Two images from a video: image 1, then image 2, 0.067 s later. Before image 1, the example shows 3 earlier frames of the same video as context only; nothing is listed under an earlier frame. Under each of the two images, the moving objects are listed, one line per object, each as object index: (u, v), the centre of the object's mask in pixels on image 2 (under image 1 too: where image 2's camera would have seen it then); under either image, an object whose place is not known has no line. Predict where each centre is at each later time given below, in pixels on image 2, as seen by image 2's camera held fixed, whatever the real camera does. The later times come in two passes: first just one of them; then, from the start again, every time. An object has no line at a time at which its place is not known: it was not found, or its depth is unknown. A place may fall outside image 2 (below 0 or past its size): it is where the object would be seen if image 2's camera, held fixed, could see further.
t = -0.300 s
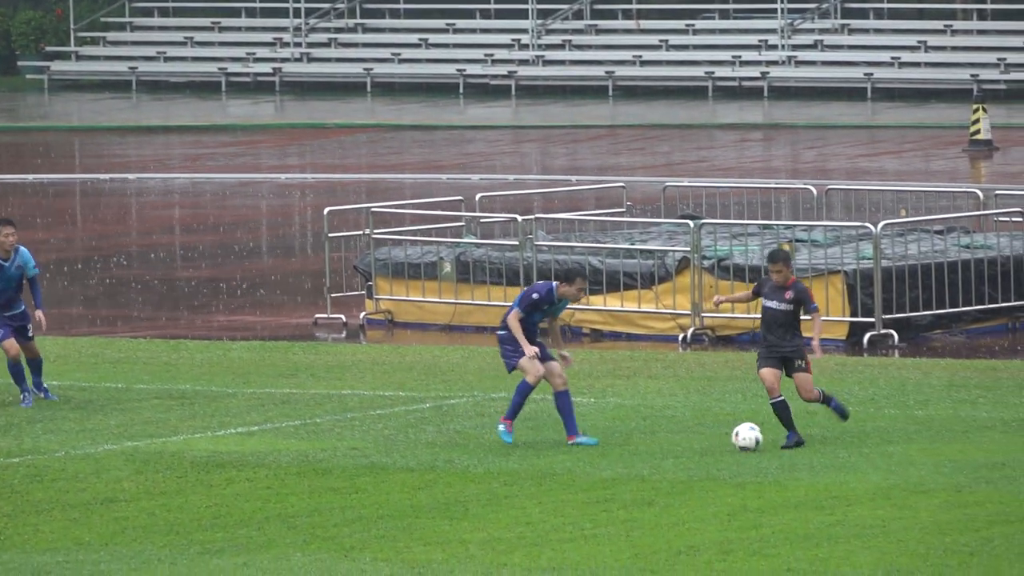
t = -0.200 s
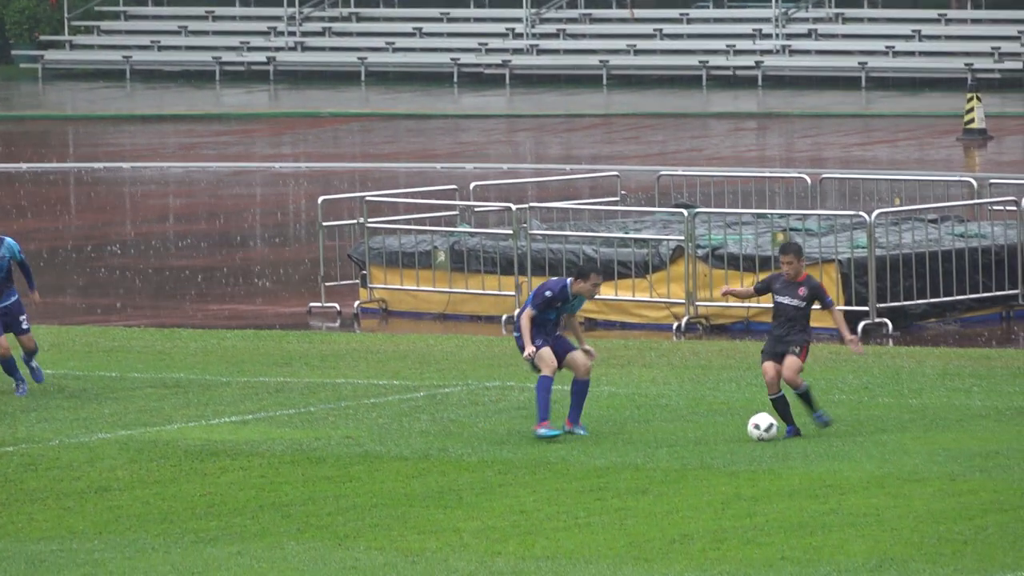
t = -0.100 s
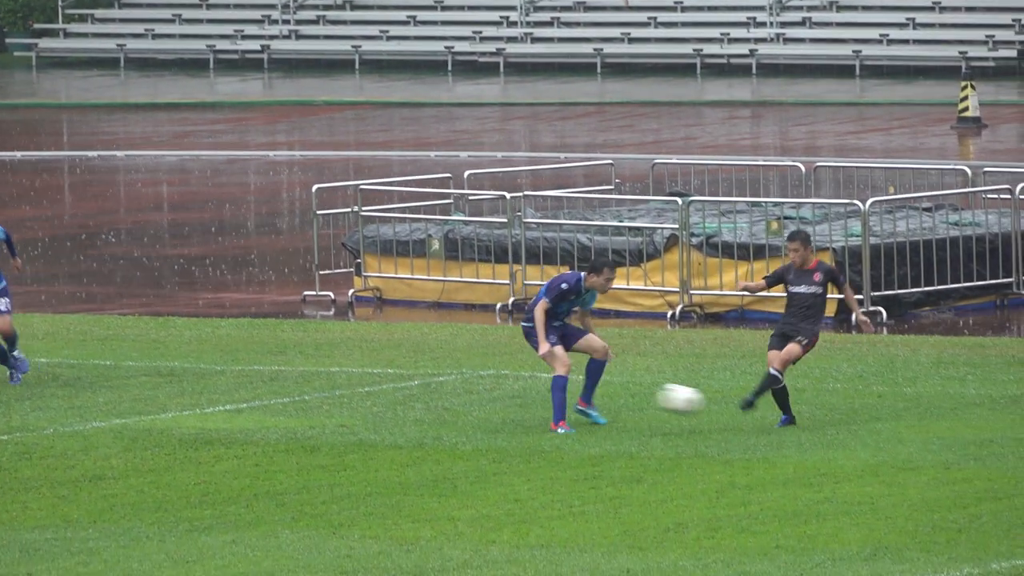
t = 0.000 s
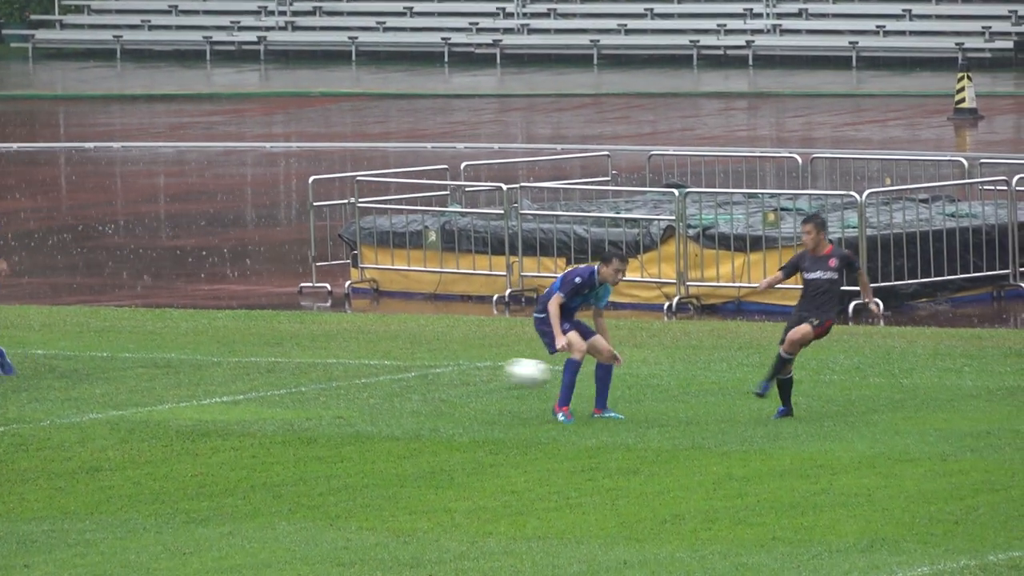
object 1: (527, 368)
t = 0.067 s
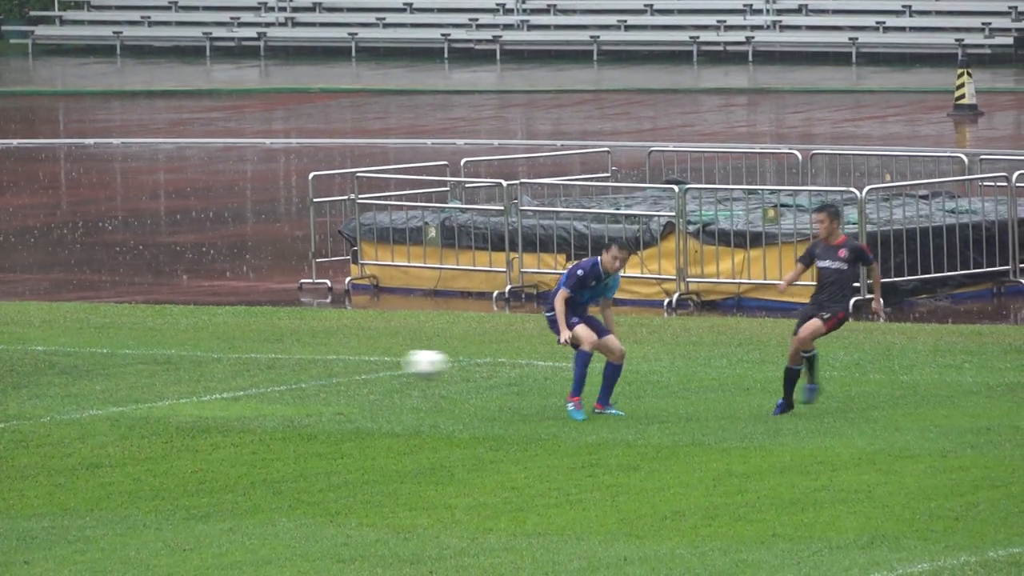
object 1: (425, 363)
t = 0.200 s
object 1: (223, 371)
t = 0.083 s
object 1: (402, 362)
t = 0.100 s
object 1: (375, 362)
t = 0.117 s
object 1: (350, 363)
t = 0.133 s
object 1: (324, 364)
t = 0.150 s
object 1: (298, 365)
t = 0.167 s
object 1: (273, 366)
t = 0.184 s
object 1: (249, 368)
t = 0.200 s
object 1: (223, 371)
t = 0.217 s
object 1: (198, 374)
